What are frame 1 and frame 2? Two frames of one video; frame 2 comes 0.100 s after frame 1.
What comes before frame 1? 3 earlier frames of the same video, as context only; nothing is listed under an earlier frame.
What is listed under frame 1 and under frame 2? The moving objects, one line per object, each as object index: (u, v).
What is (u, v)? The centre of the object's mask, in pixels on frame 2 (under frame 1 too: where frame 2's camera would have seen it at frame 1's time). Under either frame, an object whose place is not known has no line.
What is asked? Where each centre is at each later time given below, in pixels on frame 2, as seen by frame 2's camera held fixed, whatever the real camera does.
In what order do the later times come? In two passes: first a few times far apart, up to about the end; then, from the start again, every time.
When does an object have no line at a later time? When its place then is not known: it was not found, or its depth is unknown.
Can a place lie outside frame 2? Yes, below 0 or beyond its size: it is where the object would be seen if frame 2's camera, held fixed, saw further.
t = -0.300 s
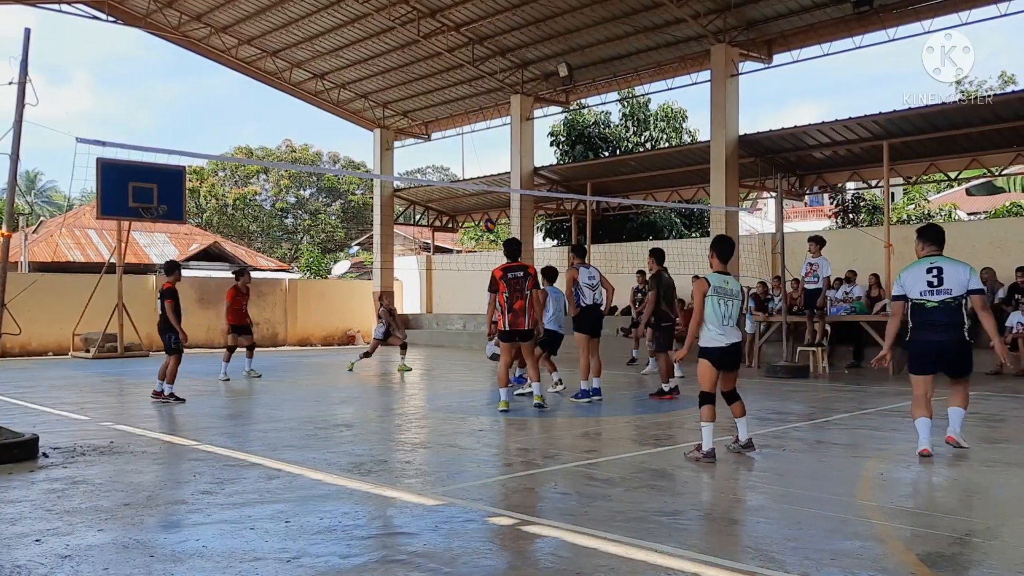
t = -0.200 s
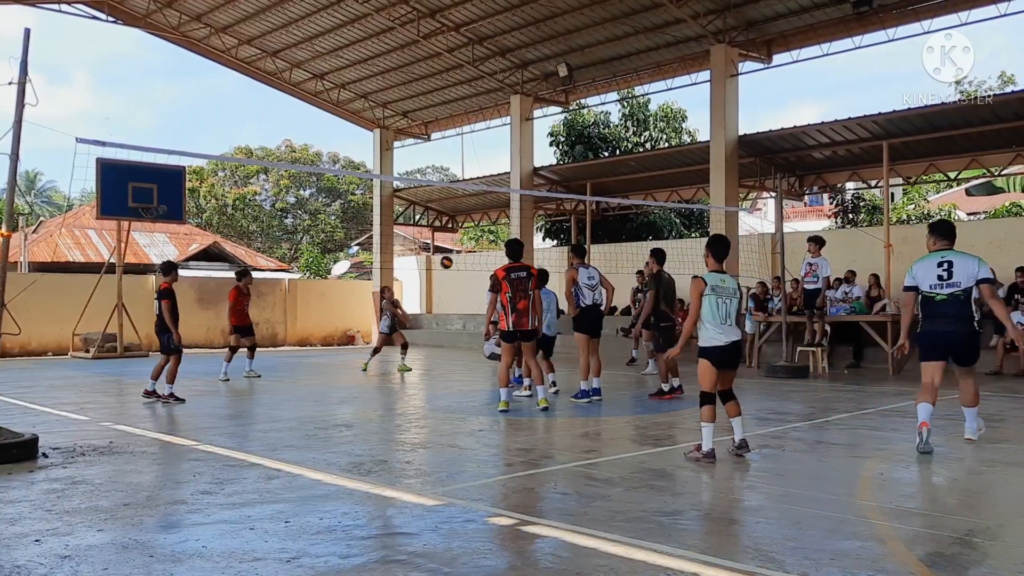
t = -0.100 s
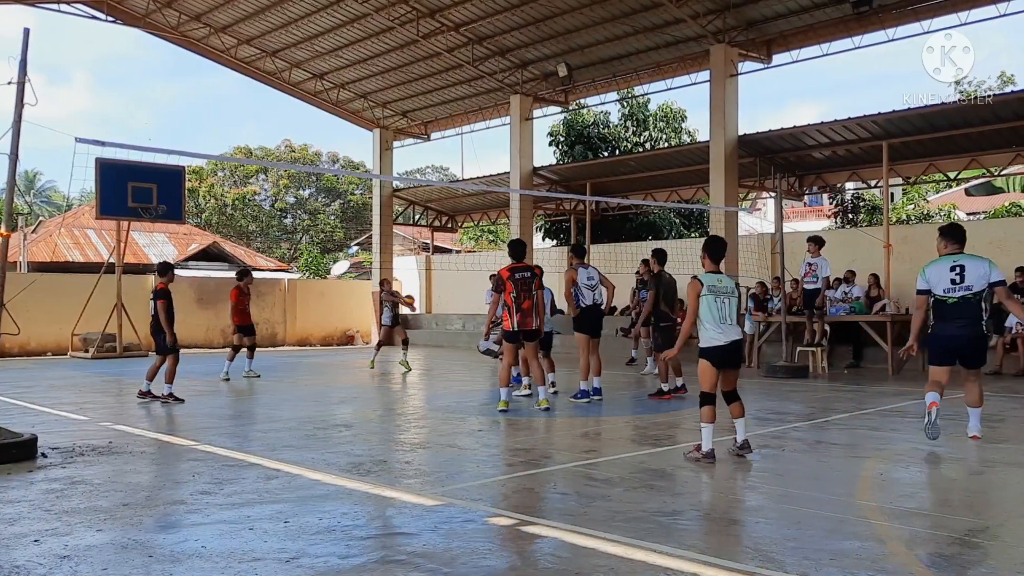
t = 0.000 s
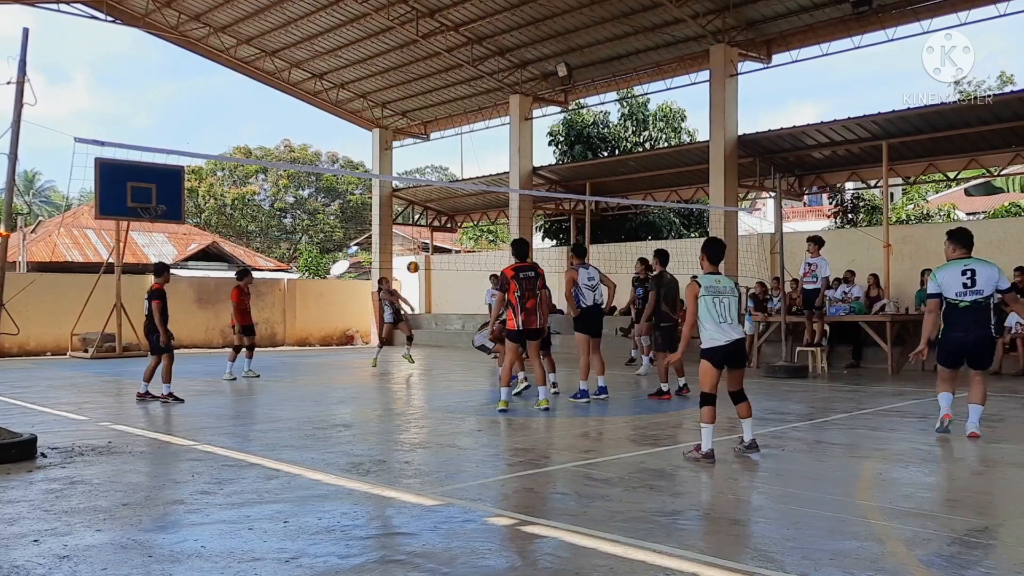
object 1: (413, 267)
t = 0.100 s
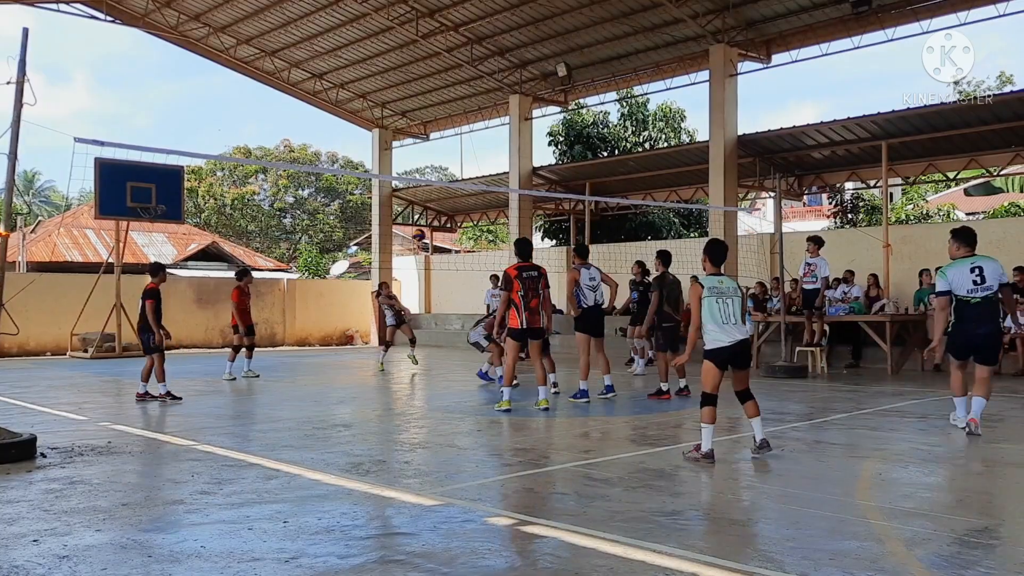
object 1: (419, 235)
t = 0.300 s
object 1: (432, 188)
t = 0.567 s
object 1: (454, 152)
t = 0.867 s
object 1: (481, 170)
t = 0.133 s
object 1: (421, 226)
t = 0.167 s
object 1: (423, 217)
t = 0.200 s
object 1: (426, 208)
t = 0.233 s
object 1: (428, 200)
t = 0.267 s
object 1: (430, 193)
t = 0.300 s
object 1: (432, 188)
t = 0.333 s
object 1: (436, 176)
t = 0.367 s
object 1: (438, 173)
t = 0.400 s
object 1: (440, 168)
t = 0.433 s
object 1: (443, 164)
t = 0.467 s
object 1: (446, 160)
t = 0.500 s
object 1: (448, 157)
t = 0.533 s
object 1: (451, 154)
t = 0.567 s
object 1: (454, 152)
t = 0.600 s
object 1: (457, 151)
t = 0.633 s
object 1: (460, 151)
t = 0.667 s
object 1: (463, 151)
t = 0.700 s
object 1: (466, 152)
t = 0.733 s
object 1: (469, 154)
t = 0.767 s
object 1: (472, 157)
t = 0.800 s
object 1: (475, 160)
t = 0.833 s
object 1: (478, 165)
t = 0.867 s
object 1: (481, 170)
